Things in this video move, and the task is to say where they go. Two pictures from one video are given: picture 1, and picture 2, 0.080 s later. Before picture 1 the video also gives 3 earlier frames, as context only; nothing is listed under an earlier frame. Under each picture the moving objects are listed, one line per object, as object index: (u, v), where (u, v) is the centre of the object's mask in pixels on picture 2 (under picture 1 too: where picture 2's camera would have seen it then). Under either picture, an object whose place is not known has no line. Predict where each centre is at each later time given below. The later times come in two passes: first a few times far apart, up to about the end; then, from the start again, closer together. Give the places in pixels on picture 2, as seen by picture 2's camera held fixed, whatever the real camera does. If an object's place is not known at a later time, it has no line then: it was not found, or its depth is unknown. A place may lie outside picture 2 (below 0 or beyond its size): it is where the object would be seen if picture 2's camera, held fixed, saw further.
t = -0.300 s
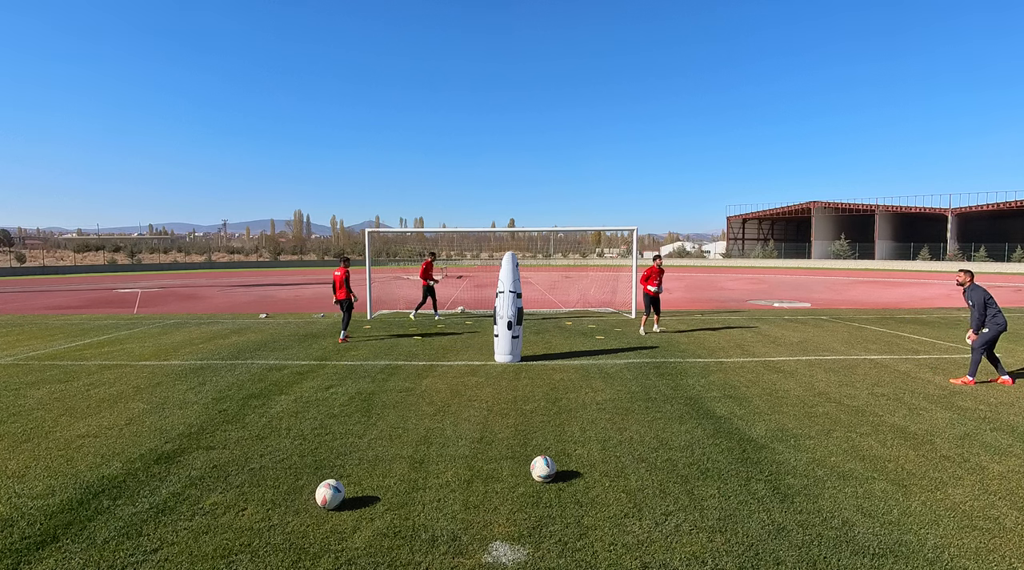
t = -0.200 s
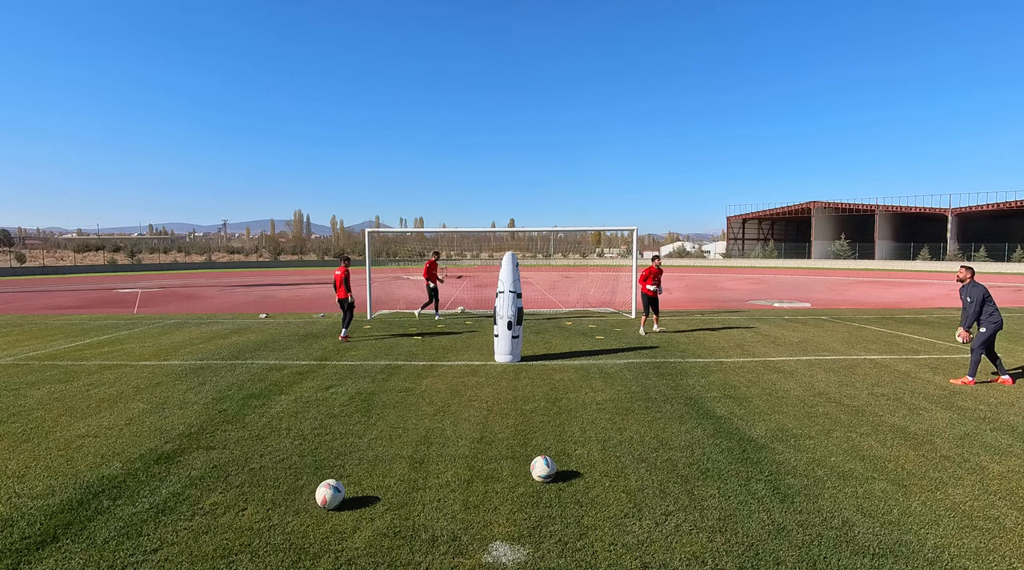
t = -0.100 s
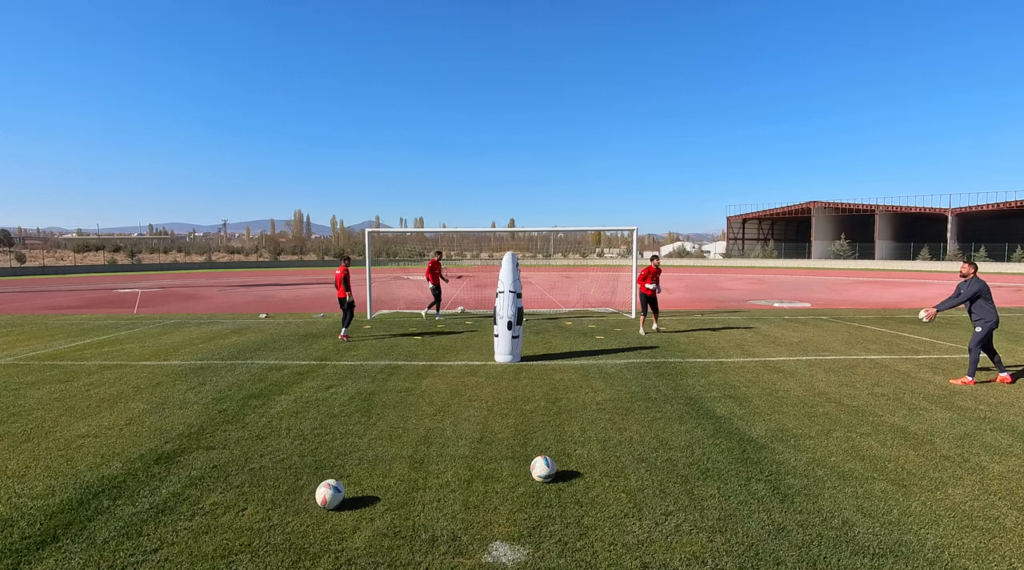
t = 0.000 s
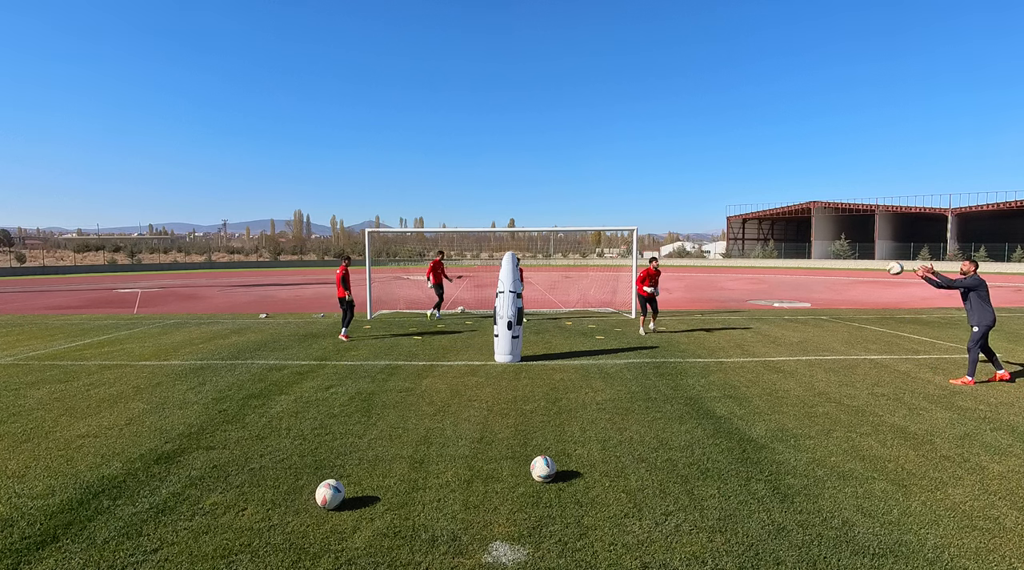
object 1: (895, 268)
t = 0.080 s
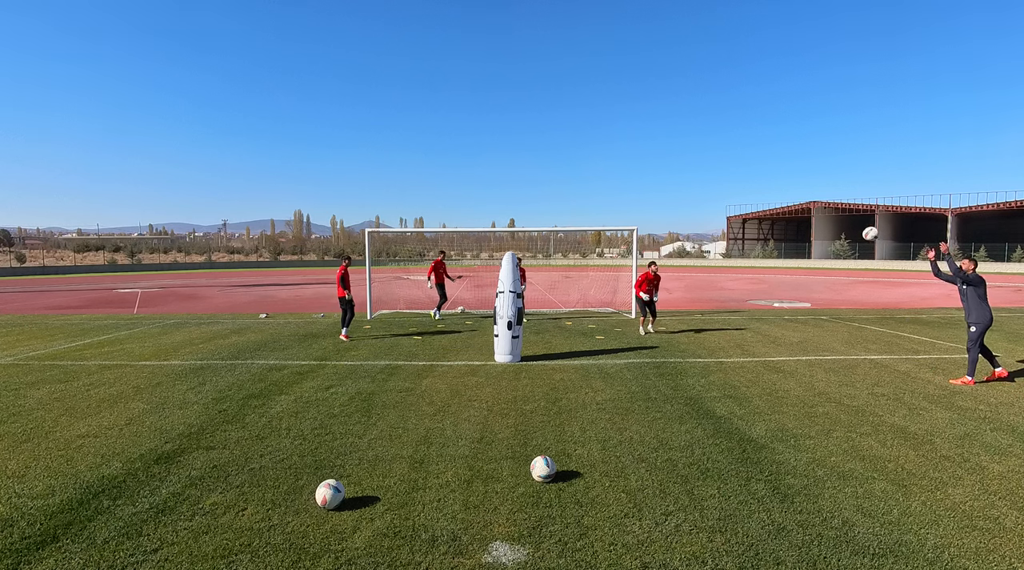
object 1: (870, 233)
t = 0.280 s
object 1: (811, 169)
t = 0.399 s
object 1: (778, 144)
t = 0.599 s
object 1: (724, 125)
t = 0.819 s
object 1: (670, 132)
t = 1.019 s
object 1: (626, 161)
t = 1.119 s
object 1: (605, 184)
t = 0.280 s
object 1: (811, 169)
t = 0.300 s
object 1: (805, 164)
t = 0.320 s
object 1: (800, 159)
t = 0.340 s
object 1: (794, 155)
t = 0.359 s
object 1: (788, 151)
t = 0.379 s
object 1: (783, 147)
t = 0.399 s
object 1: (778, 144)
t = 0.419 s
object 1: (772, 141)
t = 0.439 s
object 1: (767, 138)
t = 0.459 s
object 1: (761, 135)
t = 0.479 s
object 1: (756, 133)
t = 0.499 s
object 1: (750, 131)
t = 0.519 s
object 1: (745, 129)
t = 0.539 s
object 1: (740, 128)
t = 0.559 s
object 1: (735, 126)
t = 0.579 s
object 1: (729, 125)
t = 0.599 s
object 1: (724, 125)
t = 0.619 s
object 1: (719, 124)
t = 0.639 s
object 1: (714, 124)
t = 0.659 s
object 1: (709, 124)
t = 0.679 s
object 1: (704, 124)
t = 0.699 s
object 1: (699, 125)
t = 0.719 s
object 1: (694, 125)
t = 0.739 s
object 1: (689, 126)
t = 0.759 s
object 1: (685, 127)
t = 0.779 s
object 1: (680, 129)
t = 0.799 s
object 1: (675, 130)
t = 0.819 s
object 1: (670, 132)
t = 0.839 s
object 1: (666, 134)
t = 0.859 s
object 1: (661, 136)
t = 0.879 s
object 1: (656, 139)
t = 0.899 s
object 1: (652, 141)
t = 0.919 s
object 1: (647, 144)
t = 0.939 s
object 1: (643, 147)
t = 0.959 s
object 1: (638, 151)
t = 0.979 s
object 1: (634, 154)
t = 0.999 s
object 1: (630, 158)
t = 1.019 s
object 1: (626, 161)
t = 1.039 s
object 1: (621, 166)
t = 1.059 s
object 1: (617, 170)
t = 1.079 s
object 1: (613, 175)
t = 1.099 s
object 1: (609, 179)
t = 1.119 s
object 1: (605, 184)
